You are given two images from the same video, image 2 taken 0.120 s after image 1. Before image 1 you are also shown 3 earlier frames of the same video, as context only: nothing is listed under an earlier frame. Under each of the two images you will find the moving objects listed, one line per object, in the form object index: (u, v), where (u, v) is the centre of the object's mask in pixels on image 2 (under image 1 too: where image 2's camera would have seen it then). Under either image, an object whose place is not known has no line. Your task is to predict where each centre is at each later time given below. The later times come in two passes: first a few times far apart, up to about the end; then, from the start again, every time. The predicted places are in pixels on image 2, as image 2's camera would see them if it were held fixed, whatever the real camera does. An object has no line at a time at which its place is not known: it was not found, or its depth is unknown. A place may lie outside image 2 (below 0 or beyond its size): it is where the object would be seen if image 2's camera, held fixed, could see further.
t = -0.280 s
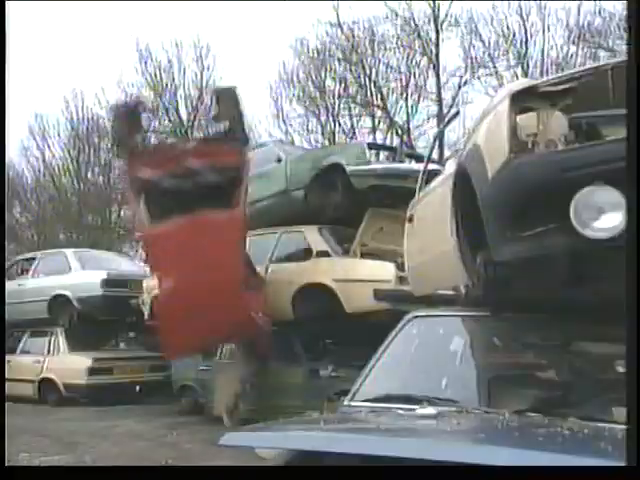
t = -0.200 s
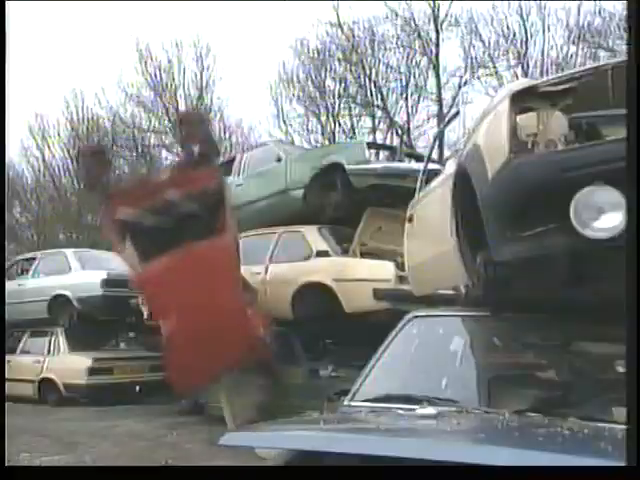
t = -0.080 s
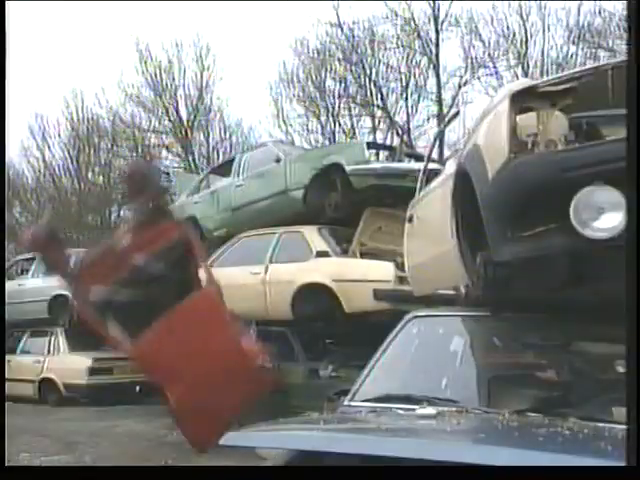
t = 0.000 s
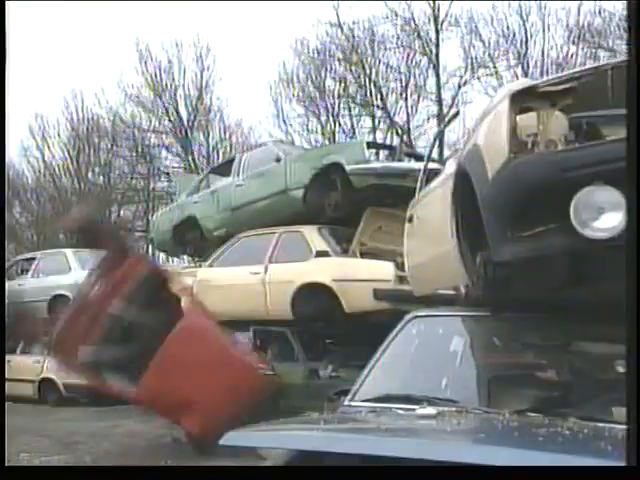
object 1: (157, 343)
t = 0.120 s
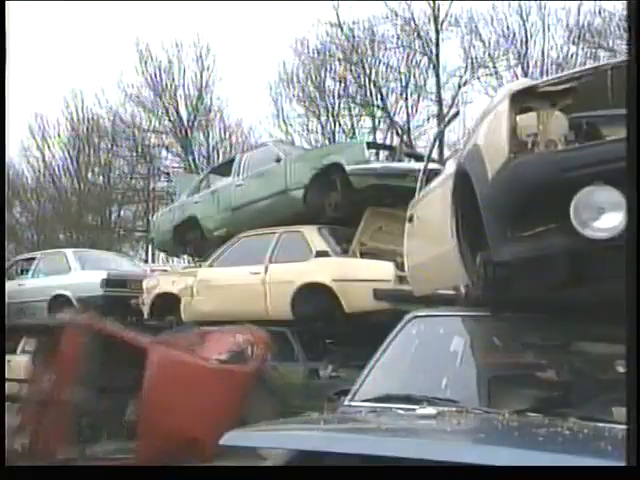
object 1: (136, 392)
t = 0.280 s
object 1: (116, 388)
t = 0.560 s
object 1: (107, 394)
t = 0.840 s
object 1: (110, 392)
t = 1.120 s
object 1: (107, 394)
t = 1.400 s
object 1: (106, 394)
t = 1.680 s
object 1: (108, 395)
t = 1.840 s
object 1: (107, 395)
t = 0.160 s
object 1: (123, 390)
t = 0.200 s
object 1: (122, 390)
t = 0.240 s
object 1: (119, 388)
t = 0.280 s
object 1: (116, 388)
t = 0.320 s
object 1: (114, 390)
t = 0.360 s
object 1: (113, 393)
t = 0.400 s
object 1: (112, 393)
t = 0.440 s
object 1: (112, 395)
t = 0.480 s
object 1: (111, 395)
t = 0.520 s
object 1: (108, 395)
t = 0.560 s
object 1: (107, 394)
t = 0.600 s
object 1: (109, 394)
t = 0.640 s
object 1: (109, 393)
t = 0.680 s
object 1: (109, 393)
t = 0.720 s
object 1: (110, 393)
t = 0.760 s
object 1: (110, 393)
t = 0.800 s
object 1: (111, 393)
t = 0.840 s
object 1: (110, 392)
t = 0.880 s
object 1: (110, 393)
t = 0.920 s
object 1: (110, 393)
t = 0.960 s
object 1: (110, 393)
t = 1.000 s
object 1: (109, 393)
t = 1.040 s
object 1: (108, 393)
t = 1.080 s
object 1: (108, 394)
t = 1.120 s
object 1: (107, 394)
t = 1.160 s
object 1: (107, 394)
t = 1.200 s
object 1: (107, 395)
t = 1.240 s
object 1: (106, 395)
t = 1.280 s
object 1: (106, 394)
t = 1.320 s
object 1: (106, 394)
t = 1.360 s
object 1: (106, 394)
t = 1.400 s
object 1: (106, 394)
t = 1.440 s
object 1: (106, 394)
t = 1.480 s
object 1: (107, 395)
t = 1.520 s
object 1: (108, 395)
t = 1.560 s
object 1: (108, 395)
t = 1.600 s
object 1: (108, 395)
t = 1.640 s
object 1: (108, 395)
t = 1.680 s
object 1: (108, 395)
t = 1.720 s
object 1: (108, 395)
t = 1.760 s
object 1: (108, 395)
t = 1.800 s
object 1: (108, 395)
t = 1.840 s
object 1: (107, 395)
